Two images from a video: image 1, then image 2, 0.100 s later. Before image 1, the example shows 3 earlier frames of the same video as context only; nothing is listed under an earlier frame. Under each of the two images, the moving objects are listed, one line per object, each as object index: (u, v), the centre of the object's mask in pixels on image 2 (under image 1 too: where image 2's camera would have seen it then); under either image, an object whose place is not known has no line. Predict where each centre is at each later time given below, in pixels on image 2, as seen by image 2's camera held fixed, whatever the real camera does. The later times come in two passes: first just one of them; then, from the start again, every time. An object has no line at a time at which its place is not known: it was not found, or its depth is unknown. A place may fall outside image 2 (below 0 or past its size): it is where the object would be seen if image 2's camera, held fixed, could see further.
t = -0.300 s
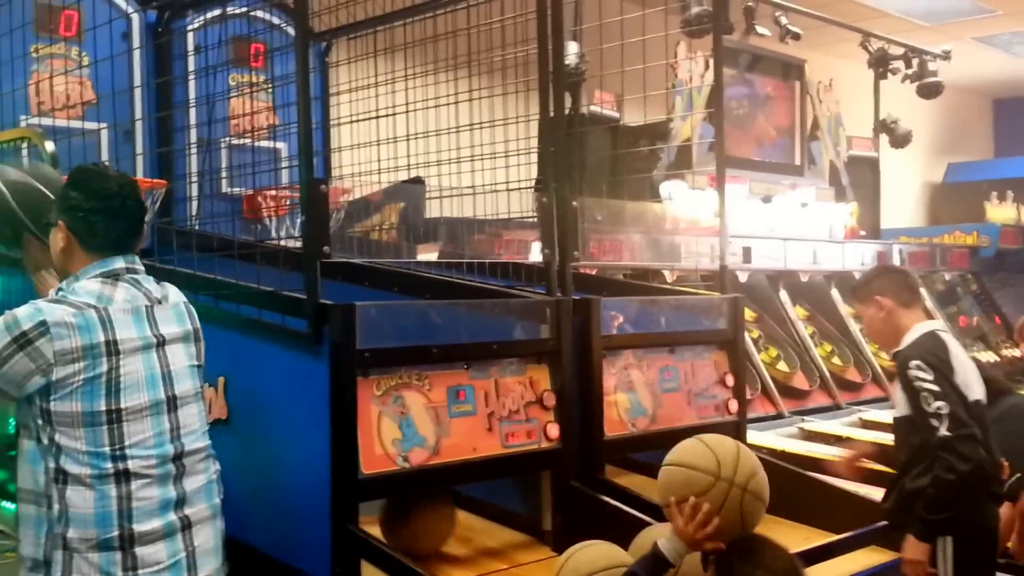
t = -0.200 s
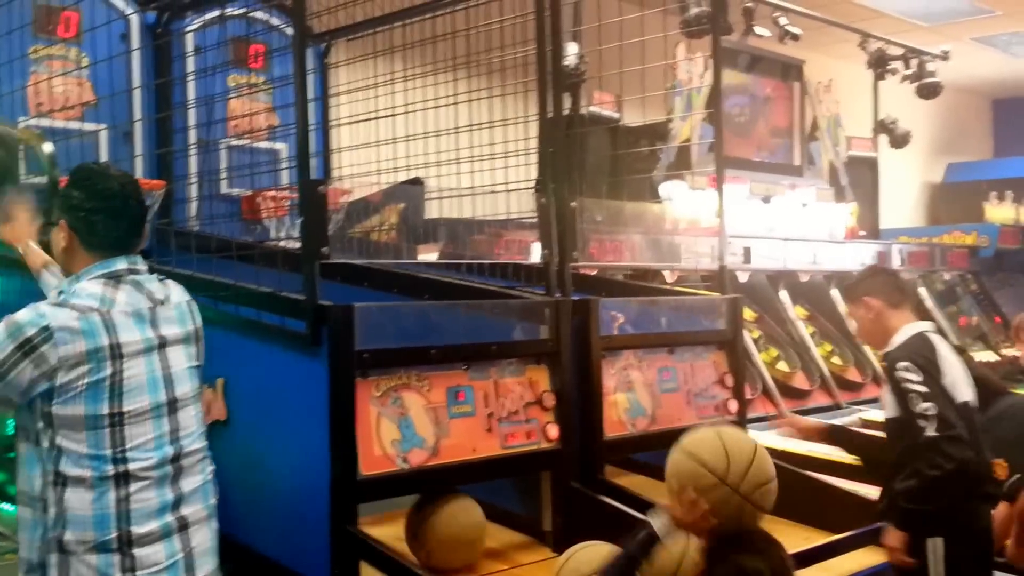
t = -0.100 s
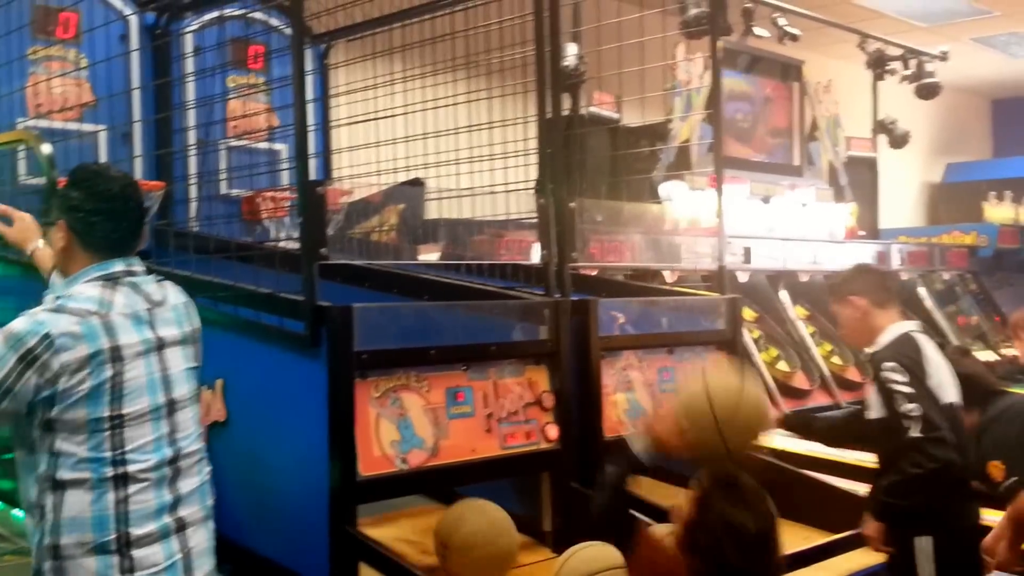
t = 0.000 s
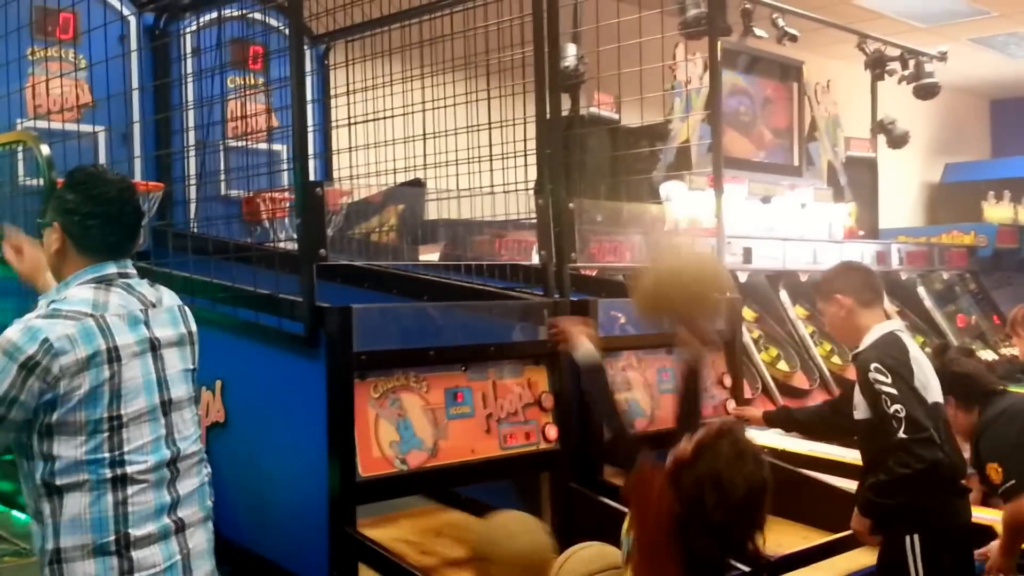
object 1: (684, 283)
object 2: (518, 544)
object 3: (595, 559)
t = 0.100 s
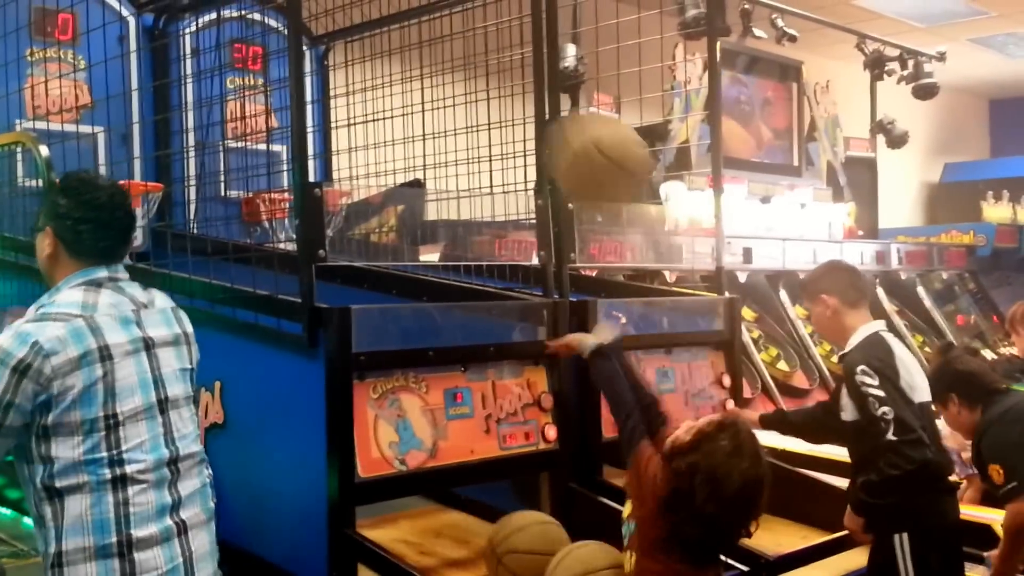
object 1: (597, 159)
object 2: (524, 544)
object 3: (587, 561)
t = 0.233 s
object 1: (499, 68)
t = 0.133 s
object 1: (575, 132)
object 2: (518, 542)
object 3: (583, 560)
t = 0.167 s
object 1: (547, 103)
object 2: (512, 544)
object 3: (579, 561)
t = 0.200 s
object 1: (523, 82)
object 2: (506, 546)
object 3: (575, 561)
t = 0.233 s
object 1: (499, 68)
